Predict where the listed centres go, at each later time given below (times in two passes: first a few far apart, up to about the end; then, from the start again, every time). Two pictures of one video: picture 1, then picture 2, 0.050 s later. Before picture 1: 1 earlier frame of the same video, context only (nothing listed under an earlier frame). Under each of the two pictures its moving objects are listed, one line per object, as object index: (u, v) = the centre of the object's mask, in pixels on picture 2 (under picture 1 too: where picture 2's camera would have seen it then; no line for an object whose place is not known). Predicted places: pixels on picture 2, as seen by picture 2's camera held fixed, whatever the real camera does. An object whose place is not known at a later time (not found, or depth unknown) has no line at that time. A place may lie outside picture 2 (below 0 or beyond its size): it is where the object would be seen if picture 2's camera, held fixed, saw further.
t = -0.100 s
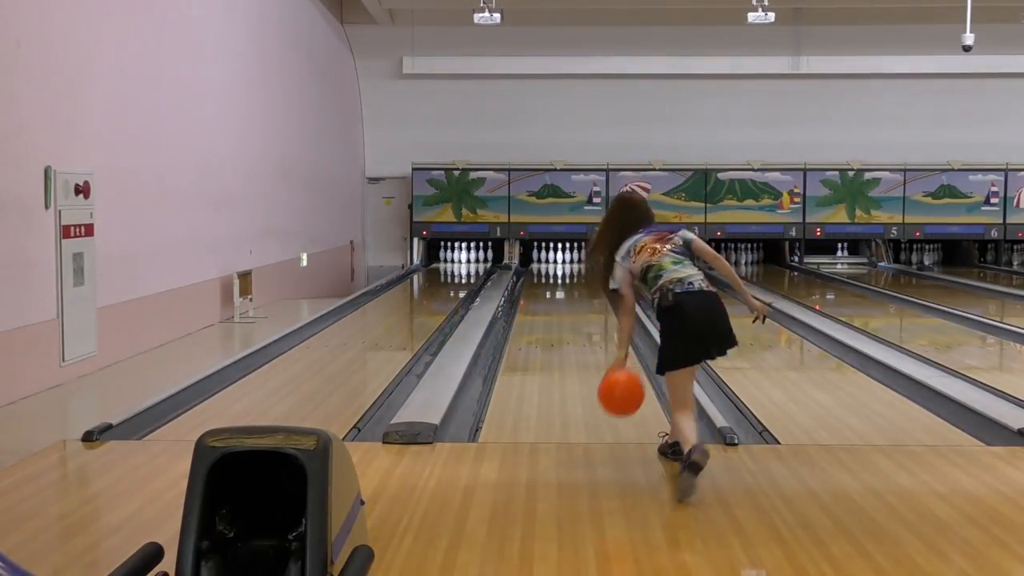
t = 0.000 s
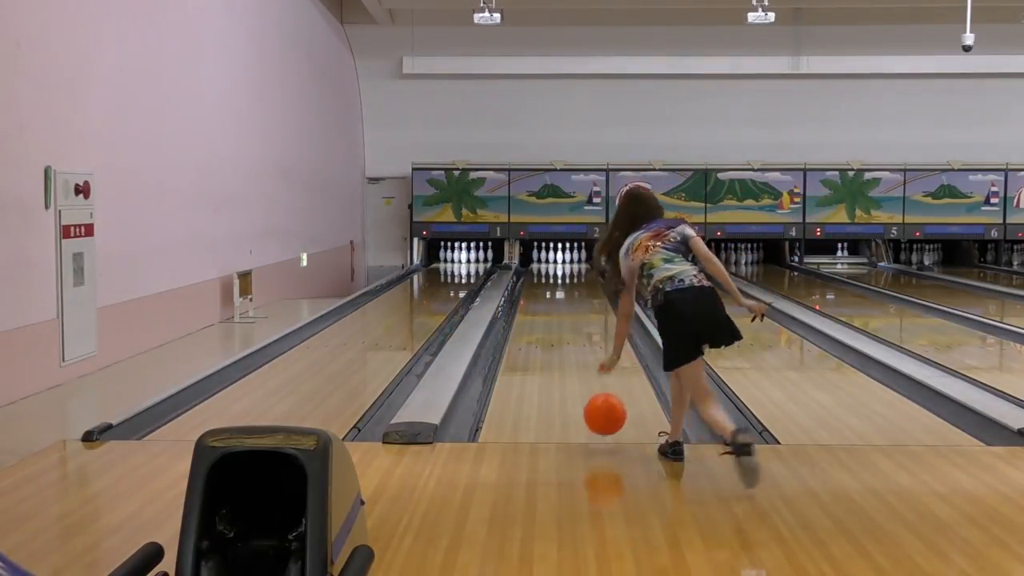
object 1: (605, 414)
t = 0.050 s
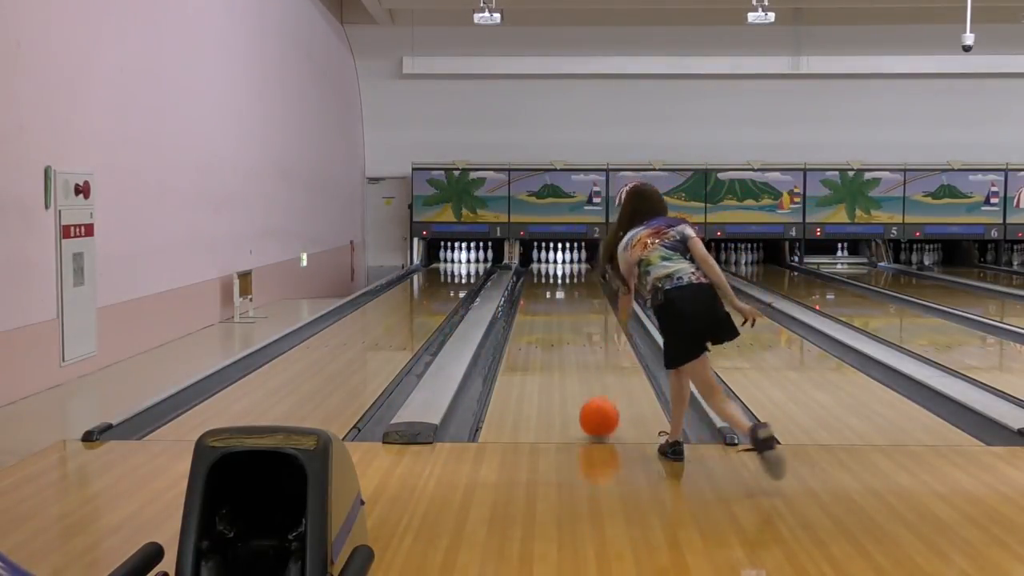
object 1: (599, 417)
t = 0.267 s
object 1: (580, 381)
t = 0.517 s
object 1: (565, 350)
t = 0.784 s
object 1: (553, 328)
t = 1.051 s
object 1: (546, 310)
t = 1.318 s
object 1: (540, 298)
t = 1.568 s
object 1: (535, 288)
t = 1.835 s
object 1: (532, 279)
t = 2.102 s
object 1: (529, 273)
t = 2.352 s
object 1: (527, 268)
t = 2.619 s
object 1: (523, 266)
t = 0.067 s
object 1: (597, 411)
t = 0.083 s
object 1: (595, 405)
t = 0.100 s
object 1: (594, 401)
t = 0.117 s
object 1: (592, 396)
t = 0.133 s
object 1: (591, 393)
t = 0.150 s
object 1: (589, 389)
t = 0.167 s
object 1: (588, 387)
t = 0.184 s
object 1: (586, 385)
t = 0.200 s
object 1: (585, 383)
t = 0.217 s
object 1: (583, 382)
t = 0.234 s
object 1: (582, 381)
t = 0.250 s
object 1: (581, 381)
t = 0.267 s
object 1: (580, 381)
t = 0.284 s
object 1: (578, 378)
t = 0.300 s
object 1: (577, 375)
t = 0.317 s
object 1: (576, 374)
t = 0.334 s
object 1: (575, 371)
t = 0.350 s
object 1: (574, 369)
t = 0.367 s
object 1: (573, 367)
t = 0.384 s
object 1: (572, 365)
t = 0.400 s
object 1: (571, 363)
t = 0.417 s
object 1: (570, 361)
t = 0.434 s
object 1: (569, 359)
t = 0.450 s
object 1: (568, 357)
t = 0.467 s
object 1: (567, 355)
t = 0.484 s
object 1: (566, 354)
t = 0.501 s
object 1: (565, 352)
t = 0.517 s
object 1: (565, 350)
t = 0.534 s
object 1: (564, 348)
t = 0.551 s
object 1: (563, 347)
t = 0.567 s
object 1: (562, 346)
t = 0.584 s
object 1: (562, 344)
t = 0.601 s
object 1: (561, 342)
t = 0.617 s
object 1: (560, 341)
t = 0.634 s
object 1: (559, 339)
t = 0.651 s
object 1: (559, 338)
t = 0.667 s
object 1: (558, 336)
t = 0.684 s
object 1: (557, 335)
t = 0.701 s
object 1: (557, 334)
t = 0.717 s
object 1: (556, 333)
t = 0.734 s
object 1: (555, 331)
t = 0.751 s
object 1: (555, 330)
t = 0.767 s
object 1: (554, 329)
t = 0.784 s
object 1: (553, 328)
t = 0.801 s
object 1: (553, 326)
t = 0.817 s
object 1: (552, 325)
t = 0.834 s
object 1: (551, 324)
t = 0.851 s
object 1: (551, 323)
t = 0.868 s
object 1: (550, 322)
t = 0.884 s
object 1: (550, 320)
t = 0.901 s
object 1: (549, 319)
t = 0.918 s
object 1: (549, 318)
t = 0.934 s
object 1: (548, 317)
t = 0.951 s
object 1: (548, 317)
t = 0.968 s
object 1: (548, 315)
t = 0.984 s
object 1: (547, 314)
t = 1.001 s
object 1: (547, 313)
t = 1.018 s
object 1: (546, 312)
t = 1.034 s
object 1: (546, 311)
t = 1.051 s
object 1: (546, 310)
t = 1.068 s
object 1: (545, 309)
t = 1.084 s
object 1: (545, 309)
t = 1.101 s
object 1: (545, 308)
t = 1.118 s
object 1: (544, 307)
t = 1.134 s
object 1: (544, 306)
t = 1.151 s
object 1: (543, 305)
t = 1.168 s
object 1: (542, 305)
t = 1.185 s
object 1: (542, 304)
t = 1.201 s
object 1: (542, 303)
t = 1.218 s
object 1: (541, 303)
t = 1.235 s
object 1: (541, 302)
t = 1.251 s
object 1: (541, 301)
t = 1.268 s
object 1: (541, 300)
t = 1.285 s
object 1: (540, 299)
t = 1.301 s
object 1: (540, 298)
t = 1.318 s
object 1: (540, 298)
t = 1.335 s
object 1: (540, 297)
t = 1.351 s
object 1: (539, 296)
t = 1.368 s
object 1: (539, 296)
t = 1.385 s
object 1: (538, 295)
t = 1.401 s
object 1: (538, 294)
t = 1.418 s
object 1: (538, 294)
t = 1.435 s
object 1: (537, 293)
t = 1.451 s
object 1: (537, 292)
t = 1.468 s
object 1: (537, 291)
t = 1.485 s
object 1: (537, 291)
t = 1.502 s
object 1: (536, 290)
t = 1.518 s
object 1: (536, 290)
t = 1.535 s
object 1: (536, 289)
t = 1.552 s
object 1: (535, 289)
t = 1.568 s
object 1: (535, 288)
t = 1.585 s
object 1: (535, 288)
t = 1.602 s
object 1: (535, 287)
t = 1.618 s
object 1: (534, 286)
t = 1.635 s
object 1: (534, 286)
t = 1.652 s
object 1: (533, 285)
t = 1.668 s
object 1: (533, 285)
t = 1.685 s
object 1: (533, 284)
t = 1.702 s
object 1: (533, 283)
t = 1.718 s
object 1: (533, 283)
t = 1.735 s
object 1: (533, 282)
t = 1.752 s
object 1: (532, 282)
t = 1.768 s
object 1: (532, 282)
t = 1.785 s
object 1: (532, 281)
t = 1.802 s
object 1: (532, 280)
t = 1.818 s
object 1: (532, 280)
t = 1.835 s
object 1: (532, 279)
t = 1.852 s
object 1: (532, 279)
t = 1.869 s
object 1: (531, 279)
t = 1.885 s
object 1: (531, 278)
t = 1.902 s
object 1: (531, 278)
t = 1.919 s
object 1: (530, 277)
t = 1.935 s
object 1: (531, 277)
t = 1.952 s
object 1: (530, 276)
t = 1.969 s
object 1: (530, 276)
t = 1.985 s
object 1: (530, 275)
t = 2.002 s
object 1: (530, 275)
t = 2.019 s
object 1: (530, 275)
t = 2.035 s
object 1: (530, 274)
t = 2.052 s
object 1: (530, 274)
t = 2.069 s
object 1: (529, 274)
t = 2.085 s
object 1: (529, 273)
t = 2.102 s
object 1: (529, 273)
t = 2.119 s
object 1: (529, 272)
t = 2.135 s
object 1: (529, 272)
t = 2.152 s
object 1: (529, 272)
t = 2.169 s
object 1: (528, 271)
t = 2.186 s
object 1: (529, 271)
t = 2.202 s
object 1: (528, 271)
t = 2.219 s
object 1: (528, 270)
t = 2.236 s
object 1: (528, 270)
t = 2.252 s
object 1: (528, 270)
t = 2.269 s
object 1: (528, 269)
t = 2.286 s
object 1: (528, 269)
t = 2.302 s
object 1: (527, 269)
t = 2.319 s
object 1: (527, 268)
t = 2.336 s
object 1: (527, 268)
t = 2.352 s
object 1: (527, 268)
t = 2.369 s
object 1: (527, 267)
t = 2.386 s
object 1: (527, 267)
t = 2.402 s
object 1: (526, 267)
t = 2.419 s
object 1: (526, 267)
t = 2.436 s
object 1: (526, 267)
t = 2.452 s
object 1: (526, 267)
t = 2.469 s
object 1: (525, 267)
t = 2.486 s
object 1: (525, 267)
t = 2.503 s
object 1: (524, 267)
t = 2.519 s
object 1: (523, 267)
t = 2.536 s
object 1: (523, 268)
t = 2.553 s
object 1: (523, 267)
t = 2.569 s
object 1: (523, 267)
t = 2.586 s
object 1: (523, 266)
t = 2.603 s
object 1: (523, 266)
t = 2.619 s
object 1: (523, 266)
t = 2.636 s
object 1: (524, 265)
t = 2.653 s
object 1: (524, 265)
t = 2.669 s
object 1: (524, 265)
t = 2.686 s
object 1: (524, 265)
